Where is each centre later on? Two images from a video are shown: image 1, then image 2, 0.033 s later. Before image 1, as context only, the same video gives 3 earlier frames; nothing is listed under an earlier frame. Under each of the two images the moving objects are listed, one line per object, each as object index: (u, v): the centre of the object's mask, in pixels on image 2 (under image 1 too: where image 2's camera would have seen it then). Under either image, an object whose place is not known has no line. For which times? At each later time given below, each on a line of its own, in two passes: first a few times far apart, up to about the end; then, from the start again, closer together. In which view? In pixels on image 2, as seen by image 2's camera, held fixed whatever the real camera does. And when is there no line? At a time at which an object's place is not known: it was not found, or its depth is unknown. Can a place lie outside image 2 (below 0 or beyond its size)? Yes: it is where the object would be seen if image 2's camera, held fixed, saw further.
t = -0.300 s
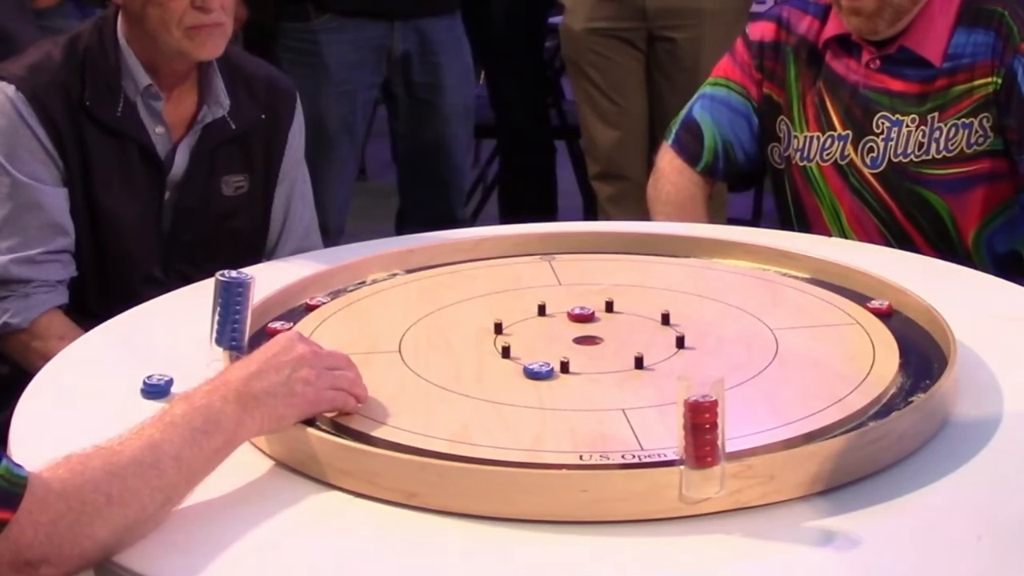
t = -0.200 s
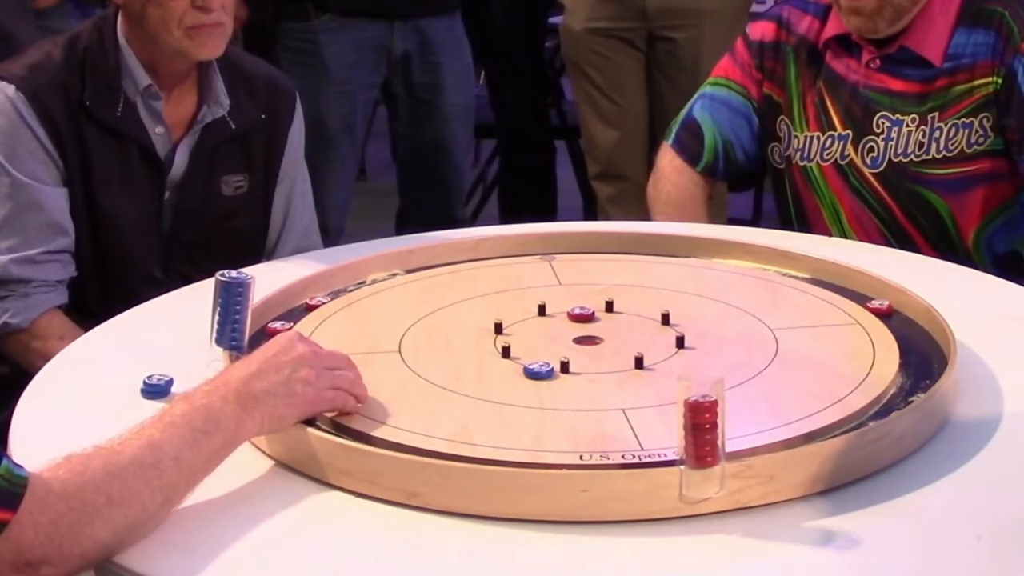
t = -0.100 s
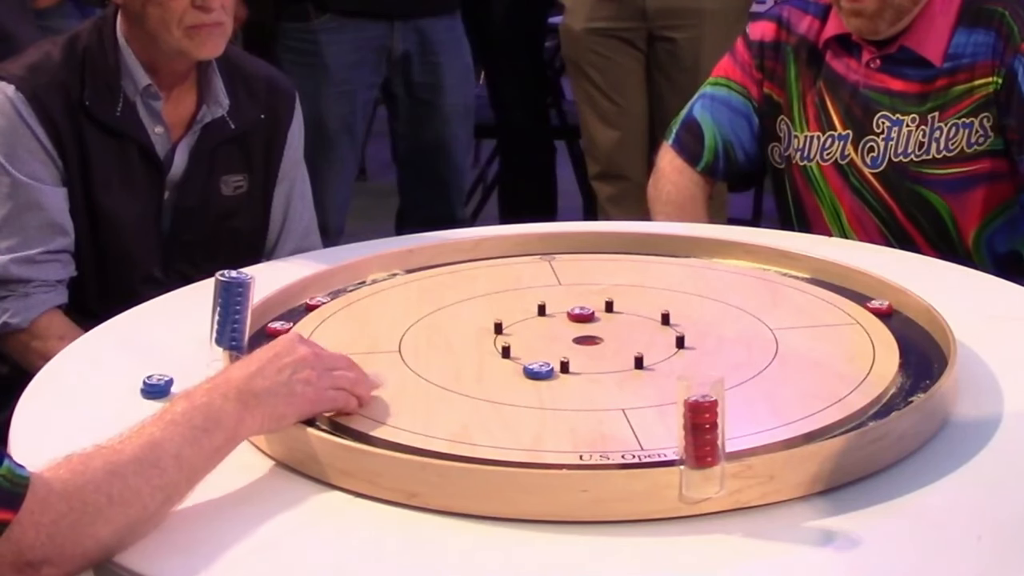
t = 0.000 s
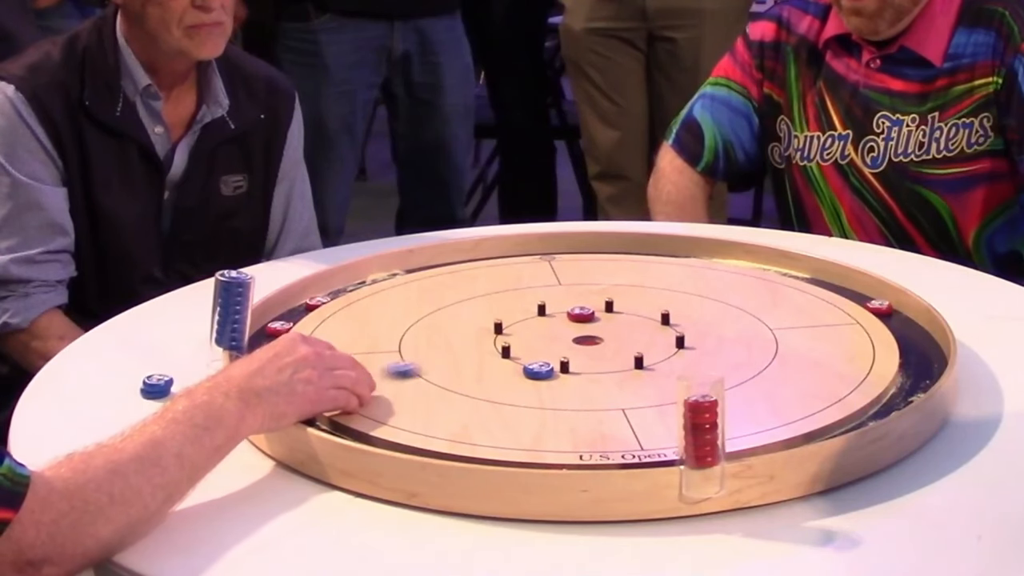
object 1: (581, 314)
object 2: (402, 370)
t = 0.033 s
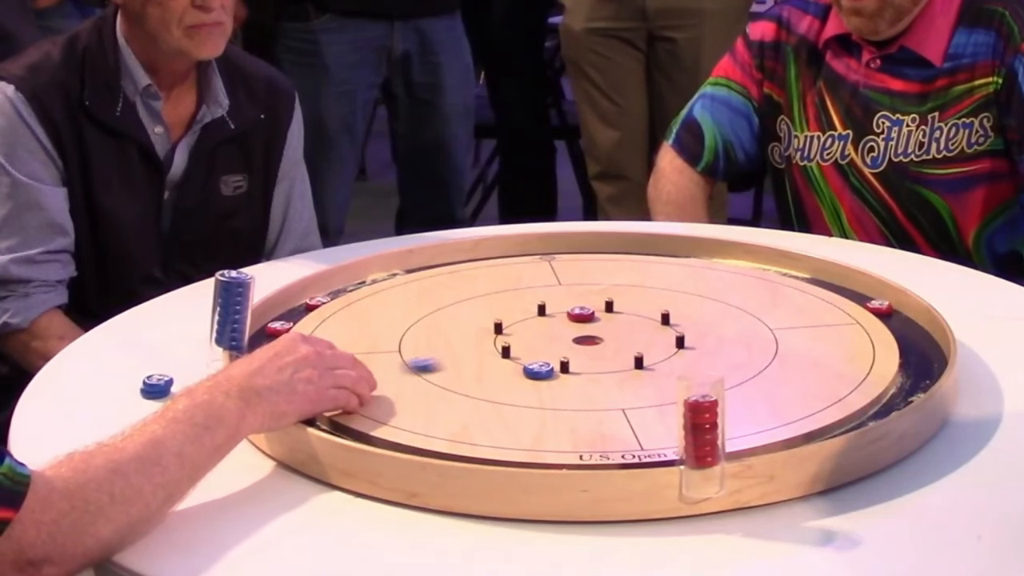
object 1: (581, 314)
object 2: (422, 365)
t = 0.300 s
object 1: (581, 314)
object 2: (564, 327)
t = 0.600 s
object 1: (609, 281)
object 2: (651, 327)
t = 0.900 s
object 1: (631, 254)
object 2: (642, 348)
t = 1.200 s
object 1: (639, 251)
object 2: (618, 348)
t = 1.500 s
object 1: (637, 252)
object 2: (595, 340)
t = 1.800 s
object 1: (638, 250)
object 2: (588, 338)
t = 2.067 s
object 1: (638, 250)
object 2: (588, 339)
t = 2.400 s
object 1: (638, 250)
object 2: (587, 338)
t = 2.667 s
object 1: (637, 250)
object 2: (587, 338)
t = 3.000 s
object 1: (637, 250)
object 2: (587, 339)
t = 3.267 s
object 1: (637, 250)
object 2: (587, 339)
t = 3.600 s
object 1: (637, 250)
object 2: (587, 339)
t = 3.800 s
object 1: (637, 250)
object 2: (587, 338)
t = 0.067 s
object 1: (581, 314)
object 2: (442, 359)
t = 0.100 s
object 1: (581, 314)
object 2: (461, 354)
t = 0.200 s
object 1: (581, 314)
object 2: (516, 339)
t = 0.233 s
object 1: (581, 314)
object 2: (532, 335)
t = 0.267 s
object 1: (581, 314)
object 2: (549, 330)
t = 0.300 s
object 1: (581, 314)
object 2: (564, 327)
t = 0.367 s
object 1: (586, 308)
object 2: (590, 323)
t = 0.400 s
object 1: (589, 304)
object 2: (602, 324)
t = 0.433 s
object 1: (592, 299)
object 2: (613, 324)
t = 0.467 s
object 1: (595, 295)
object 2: (625, 323)
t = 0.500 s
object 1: (599, 291)
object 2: (635, 323)
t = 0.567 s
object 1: (606, 284)
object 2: (652, 325)
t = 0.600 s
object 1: (609, 281)
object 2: (651, 327)
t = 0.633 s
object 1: (612, 277)
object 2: (650, 330)
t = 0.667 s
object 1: (614, 274)
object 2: (649, 333)
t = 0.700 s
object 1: (618, 271)
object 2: (648, 335)
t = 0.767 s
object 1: (623, 265)
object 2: (646, 340)
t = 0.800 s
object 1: (625, 262)
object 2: (644, 342)
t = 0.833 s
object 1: (627, 259)
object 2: (644, 345)
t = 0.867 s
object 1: (629, 257)
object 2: (643, 347)
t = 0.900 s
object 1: (631, 254)
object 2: (642, 348)
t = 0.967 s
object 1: (635, 249)
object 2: (640, 353)
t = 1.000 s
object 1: (637, 249)
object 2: (639, 354)
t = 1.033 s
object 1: (638, 249)
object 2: (636, 355)
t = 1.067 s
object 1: (638, 249)
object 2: (631, 353)
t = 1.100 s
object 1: (639, 251)
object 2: (627, 352)
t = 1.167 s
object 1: (640, 251)
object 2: (621, 350)
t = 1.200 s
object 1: (639, 251)
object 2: (618, 348)
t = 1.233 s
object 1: (639, 250)
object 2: (614, 347)
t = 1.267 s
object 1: (639, 250)
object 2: (611, 346)
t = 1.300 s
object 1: (639, 250)
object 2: (608, 344)
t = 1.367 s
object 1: (638, 251)
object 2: (603, 342)
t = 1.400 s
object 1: (638, 252)
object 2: (601, 341)
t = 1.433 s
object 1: (638, 252)
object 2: (599, 340)
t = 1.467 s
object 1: (638, 252)
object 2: (596, 340)
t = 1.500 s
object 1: (637, 252)
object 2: (595, 340)
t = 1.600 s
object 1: (637, 251)
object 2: (588, 338)
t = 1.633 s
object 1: (638, 251)
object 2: (588, 338)
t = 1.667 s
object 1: (637, 250)
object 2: (588, 337)
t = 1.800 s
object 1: (638, 250)
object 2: (588, 338)
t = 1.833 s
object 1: (638, 250)
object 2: (588, 338)
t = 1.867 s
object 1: (638, 250)
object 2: (588, 338)
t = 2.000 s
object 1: (638, 250)
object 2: (588, 338)
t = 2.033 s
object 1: (638, 250)
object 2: (588, 338)
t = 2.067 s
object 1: (638, 250)
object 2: (588, 339)
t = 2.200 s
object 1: (638, 250)
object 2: (587, 338)
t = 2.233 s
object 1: (638, 250)
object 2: (587, 338)
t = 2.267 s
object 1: (638, 250)
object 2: (587, 338)
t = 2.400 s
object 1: (638, 250)
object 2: (587, 338)
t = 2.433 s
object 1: (638, 250)
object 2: (587, 338)
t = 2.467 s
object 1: (637, 250)
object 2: (587, 338)
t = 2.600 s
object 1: (637, 250)
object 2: (587, 338)
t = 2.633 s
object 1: (637, 250)
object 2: (587, 338)
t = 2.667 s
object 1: (637, 250)
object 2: (587, 338)
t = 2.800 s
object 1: (637, 250)
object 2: (587, 339)
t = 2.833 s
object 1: (637, 250)
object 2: (587, 338)
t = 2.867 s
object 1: (637, 250)
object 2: (587, 338)
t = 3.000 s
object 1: (637, 250)
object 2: (587, 339)
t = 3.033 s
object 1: (637, 250)
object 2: (587, 339)
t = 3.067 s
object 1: (637, 250)
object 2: (587, 339)
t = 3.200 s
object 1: (637, 250)
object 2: (587, 339)
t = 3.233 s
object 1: (637, 250)
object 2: (587, 339)
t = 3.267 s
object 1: (637, 250)
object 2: (587, 339)
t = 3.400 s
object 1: (637, 250)
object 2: (587, 338)
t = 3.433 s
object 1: (637, 250)
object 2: (587, 338)
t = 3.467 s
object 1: (637, 250)
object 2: (587, 339)
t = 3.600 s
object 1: (637, 250)
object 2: (587, 339)
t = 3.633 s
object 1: (637, 250)
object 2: (587, 338)
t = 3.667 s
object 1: (637, 250)
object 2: (587, 338)
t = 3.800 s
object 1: (637, 250)
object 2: (587, 338)
